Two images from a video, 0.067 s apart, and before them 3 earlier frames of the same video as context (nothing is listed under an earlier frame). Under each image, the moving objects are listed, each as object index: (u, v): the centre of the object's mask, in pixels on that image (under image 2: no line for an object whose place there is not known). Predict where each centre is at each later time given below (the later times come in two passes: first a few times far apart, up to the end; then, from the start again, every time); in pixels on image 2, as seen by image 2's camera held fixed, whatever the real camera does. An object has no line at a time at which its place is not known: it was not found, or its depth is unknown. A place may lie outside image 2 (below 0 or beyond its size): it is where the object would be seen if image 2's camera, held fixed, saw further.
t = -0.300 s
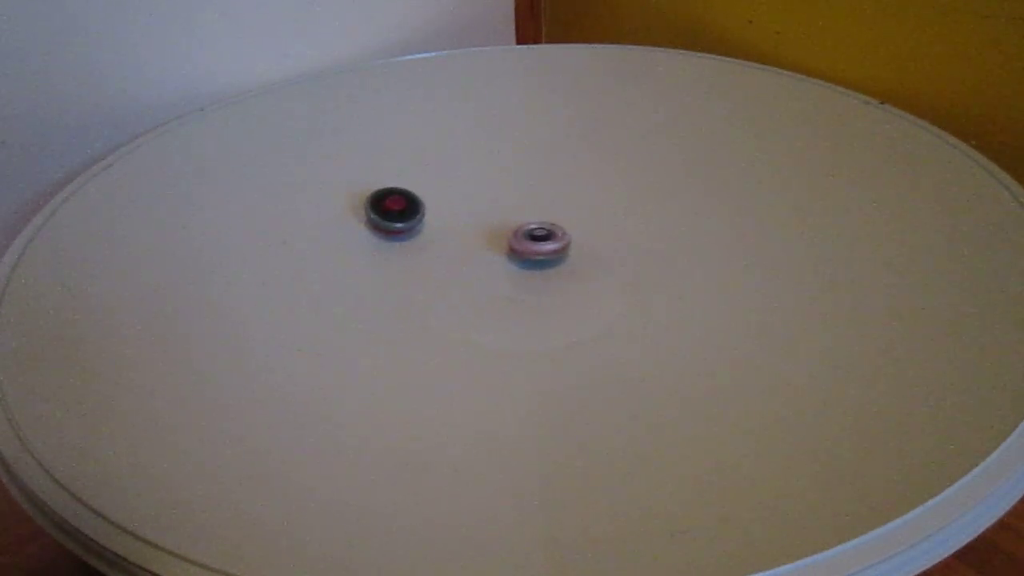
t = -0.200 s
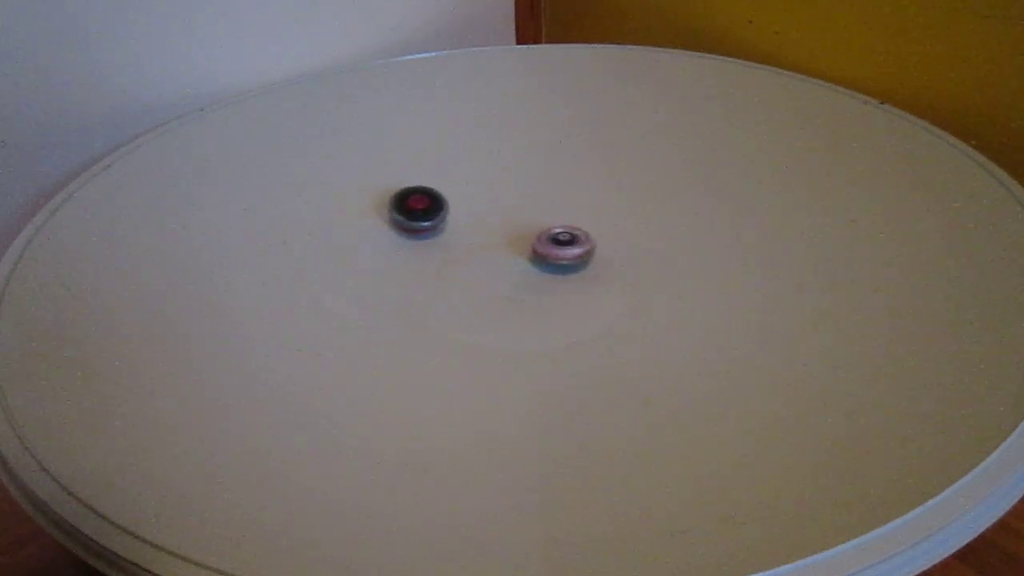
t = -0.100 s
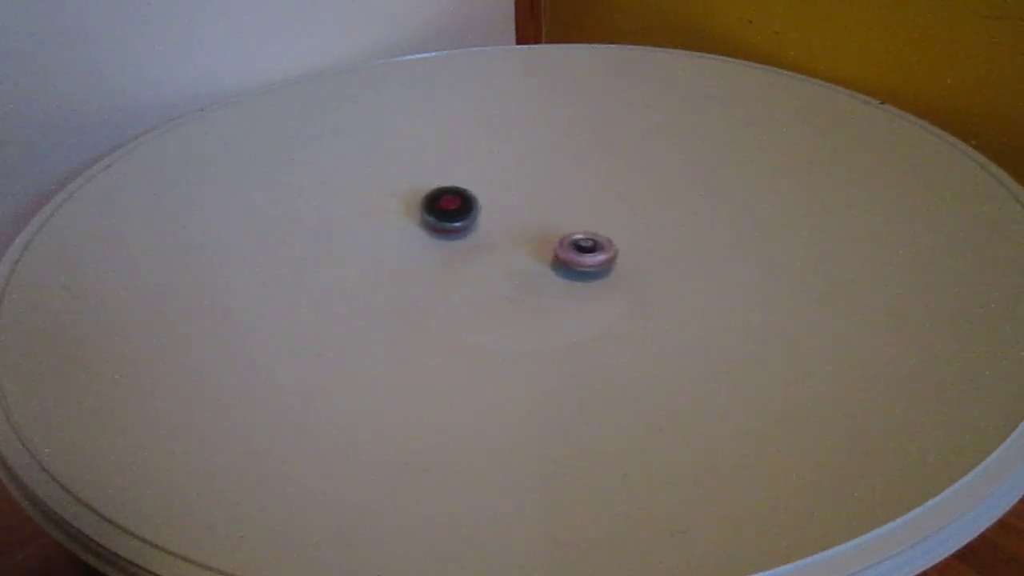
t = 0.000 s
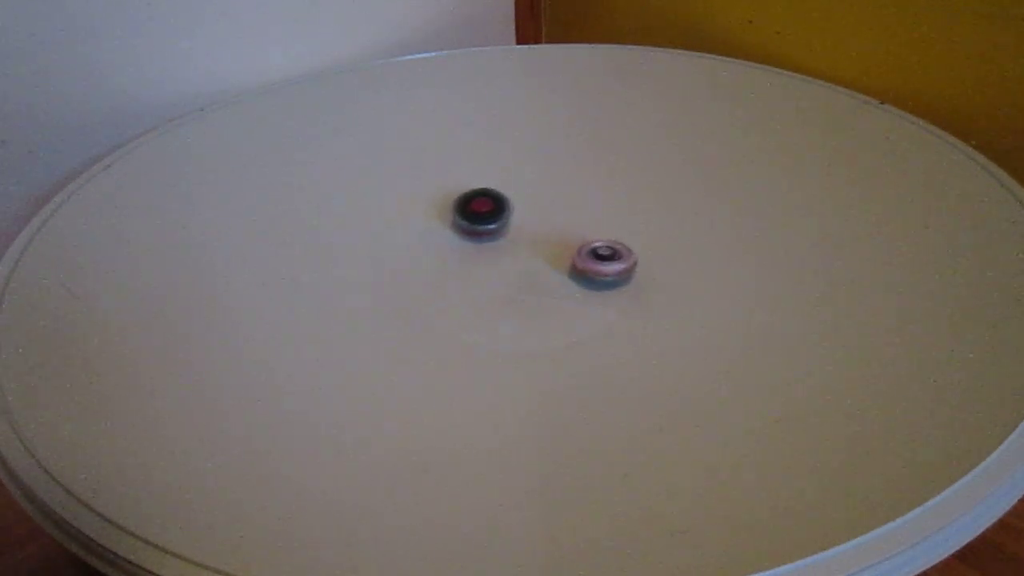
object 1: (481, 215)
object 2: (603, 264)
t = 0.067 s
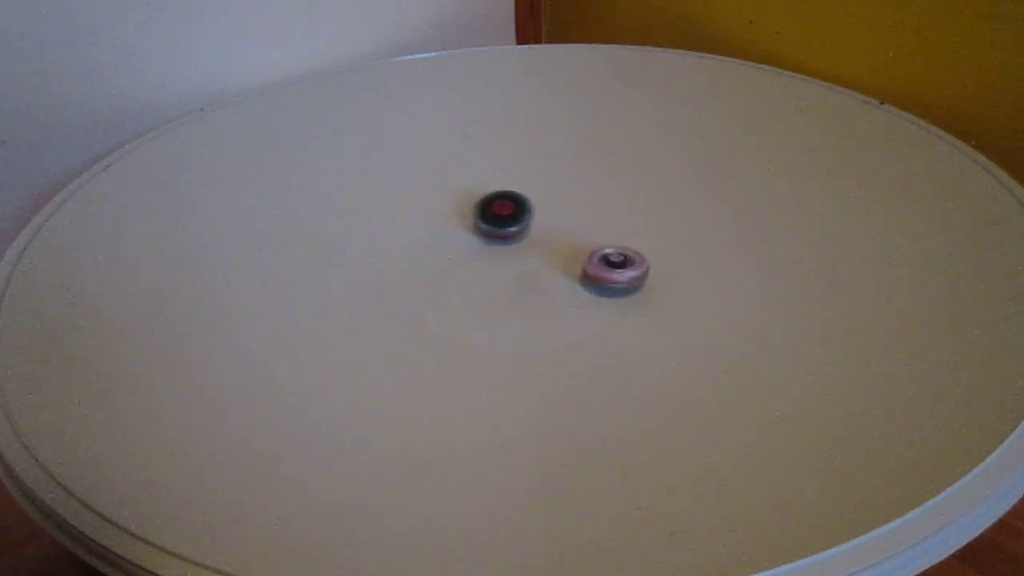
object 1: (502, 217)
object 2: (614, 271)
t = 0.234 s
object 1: (554, 226)
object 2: (626, 292)
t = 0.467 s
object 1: (620, 250)
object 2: (585, 323)
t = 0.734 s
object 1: (664, 290)
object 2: (514, 320)
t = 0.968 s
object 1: (651, 319)
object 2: (471, 296)
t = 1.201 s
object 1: (585, 336)
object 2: (454, 266)
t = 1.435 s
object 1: (497, 334)
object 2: (456, 238)
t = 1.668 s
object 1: (425, 309)
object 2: (499, 218)
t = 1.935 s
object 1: (388, 264)
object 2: (559, 226)
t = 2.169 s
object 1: (397, 228)
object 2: (565, 251)
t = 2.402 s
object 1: (438, 210)
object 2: (540, 278)
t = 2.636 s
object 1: (502, 208)
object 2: (489, 293)
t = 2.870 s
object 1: (565, 220)
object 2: (433, 294)
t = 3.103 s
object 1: (613, 245)
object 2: (406, 271)
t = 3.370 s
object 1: (636, 287)
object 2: (444, 244)
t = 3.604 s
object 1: (612, 324)
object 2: (490, 248)
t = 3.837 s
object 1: (547, 346)
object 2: (529, 263)
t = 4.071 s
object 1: (468, 341)
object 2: (540, 289)
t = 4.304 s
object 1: (412, 311)
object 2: (511, 314)
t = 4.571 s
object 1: (395, 268)
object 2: (464, 320)
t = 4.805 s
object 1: (420, 234)
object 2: (430, 306)
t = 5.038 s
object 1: (471, 212)
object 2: (428, 286)
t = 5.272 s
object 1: (530, 206)
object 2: (431, 271)
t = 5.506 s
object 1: (582, 218)
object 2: (438, 257)
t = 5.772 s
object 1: (619, 251)
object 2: (450, 242)
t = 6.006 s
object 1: (616, 289)
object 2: (482, 231)
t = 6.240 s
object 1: (573, 323)
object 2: (497, 227)
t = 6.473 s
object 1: (500, 338)
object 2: (520, 224)
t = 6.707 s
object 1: (428, 328)
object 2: (532, 224)
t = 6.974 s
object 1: (385, 292)
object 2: (542, 225)
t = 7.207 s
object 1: (396, 260)
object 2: (546, 225)
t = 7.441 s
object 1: (441, 234)
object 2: (547, 225)
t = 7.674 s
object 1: (471, 223)
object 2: (573, 225)
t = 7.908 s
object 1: (469, 225)
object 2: (622, 238)
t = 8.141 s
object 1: (468, 230)
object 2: (641, 262)
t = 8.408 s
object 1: (458, 235)
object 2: (615, 293)
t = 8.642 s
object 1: (435, 238)
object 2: (569, 309)
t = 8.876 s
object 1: (419, 242)
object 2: (518, 322)
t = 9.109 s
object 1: (417, 243)
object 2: (464, 330)
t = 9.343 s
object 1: (416, 247)
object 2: (411, 320)
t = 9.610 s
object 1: (436, 252)
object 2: (376, 306)
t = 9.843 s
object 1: (482, 238)
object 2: (360, 306)
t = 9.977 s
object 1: (509, 234)
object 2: (384, 302)
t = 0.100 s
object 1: (512, 218)
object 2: (619, 275)
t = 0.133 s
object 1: (523, 220)
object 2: (623, 278)
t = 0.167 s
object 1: (533, 222)
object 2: (626, 282)
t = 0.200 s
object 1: (544, 224)
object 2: (626, 287)
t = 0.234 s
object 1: (554, 226)
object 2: (626, 292)
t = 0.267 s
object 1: (565, 229)
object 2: (624, 298)
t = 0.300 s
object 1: (574, 231)
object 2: (621, 303)
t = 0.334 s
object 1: (584, 235)
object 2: (616, 307)
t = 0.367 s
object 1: (594, 238)
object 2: (610, 312)
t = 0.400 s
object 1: (603, 242)
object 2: (602, 316)
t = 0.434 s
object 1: (611, 246)
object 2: (594, 321)
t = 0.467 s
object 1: (620, 250)
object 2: (585, 323)
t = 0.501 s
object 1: (627, 255)
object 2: (575, 325)
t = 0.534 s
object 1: (634, 259)
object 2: (565, 327)
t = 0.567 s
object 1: (641, 264)
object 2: (555, 327)
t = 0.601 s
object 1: (647, 269)
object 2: (547, 326)
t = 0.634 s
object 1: (652, 274)
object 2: (538, 325)
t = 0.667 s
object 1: (657, 279)
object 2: (530, 324)
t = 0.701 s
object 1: (661, 284)
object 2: (522, 322)
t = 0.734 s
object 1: (664, 290)
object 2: (514, 320)
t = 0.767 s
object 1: (666, 295)
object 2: (506, 317)
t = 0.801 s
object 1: (666, 299)
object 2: (499, 314)
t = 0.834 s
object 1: (665, 303)
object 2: (493, 311)
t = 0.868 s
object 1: (663, 308)
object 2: (486, 307)
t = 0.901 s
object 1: (660, 312)
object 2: (481, 304)
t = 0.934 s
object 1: (657, 315)
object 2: (476, 300)
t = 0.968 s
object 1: (651, 319)
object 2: (471, 296)
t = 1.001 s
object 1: (645, 322)
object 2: (467, 291)
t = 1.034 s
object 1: (638, 325)
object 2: (464, 287)
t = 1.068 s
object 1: (629, 328)
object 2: (461, 283)
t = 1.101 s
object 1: (621, 329)
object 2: (458, 279)
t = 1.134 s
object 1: (610, 331)
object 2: (457, 274)
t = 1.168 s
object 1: (599, 333)
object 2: (455, 270)
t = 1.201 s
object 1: (585, 336)
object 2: (454, 266)
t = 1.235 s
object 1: (573, 337)
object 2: (453, 262)
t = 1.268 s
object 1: (559, 339)
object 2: (453, 258)
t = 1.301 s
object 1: (546, 340)
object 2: (453, 253)
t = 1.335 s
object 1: (533, 339)
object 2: (454, 250)
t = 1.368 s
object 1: (520, 339)
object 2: (454, 246)
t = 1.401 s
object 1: (509, 336)
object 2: (455, 242)
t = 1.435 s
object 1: (497, 334)
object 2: (456, 238)
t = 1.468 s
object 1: (485, 332)
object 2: (460, 234)
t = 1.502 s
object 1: (473, 328)
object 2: (466, 230)
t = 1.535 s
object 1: (462, 327)
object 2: (471, 227)
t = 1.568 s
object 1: (451, 323)
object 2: (478, 224)
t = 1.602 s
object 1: (442, 319)
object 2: (485, 222)
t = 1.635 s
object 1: (434, 314)
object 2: (492, 219)
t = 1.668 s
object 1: (425, 309)
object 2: (499, 218)
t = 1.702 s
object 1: (417, 305)
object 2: (507, 217)
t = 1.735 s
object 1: (410, 300)
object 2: (515, 216)
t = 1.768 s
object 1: (404, 294)
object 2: (523, 217)
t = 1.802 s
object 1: (400, 288)
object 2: (530, 217)
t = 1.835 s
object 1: (395, 282)
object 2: (538, 218)
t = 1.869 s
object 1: (392, 275)
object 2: (546, 220)
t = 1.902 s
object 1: (390, 270)
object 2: (553, 223)
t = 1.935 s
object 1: (388, 264)
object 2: (559, 226)
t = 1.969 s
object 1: (387, 258)
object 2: (563, 229)
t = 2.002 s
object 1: (387, 253)
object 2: (565, 232)
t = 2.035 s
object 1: (387, 247)
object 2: (566, 236)
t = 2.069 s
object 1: (389, 241)
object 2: (567, 240)
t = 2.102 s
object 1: (391, 237)
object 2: (567, 244)
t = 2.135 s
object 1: (394, 233)
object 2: (566, 247)
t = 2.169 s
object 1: (397, 228)
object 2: (565, 251)
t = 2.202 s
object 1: (401, 224)
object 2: (564, 255)
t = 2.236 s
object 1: (406, 221)
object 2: (561, 259)
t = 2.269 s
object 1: (411, 219)
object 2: (559, 263)
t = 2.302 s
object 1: (417, 216)
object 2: (555, 268)
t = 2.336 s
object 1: (423, 214)
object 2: (551, 271)
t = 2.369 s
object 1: (430, 212)
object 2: (546, 275)
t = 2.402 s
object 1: (438, 210)
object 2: (540, 278)
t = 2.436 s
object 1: (445, 209)
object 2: (534, 281)
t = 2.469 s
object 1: (454, 208)
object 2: (527, 284)
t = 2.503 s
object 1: (463, 208)
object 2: (521, 286)
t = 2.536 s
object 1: (473, 207)
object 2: (514, 289)
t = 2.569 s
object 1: (482, 207)
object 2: (506, 291)
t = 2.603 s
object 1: (492, 207)
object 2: (497, 292)
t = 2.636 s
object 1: (502, 208)
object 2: (489, 293)
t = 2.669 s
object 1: (511, 209)
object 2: (481, 294)
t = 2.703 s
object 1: (520, 210)
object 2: (473, 295)
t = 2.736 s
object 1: (529, 211)
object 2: (464, 295)
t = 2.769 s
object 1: (538, 213)
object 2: (456, 295)
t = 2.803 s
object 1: (547, 215)
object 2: (449, 295)
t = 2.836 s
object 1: (556, 217)
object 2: (441, 294)
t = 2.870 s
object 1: (565, 220)
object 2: (433, 294)
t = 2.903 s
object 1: (573, 222)
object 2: (425, 294)
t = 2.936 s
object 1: (581, 225)
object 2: (419, 292)
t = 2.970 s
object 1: (588, 229)
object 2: (415, 288)
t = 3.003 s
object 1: (595, 232)
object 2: (411, 284)
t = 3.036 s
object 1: (602, 236)
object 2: (408, 280)
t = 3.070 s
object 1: (608, 240)
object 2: (406, 275)
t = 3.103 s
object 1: (613, 245)
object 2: (406, 271)
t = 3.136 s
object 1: (619, 249)
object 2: (407, 267)
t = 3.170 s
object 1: (624, 254)
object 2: (409, 262)
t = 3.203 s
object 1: (628, 259)
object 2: (414, 258)
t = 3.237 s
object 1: (631, 264)
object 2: (418, 255)
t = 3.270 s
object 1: (633, 270)
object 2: (424, 251)
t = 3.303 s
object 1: (635, 275)
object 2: (430, 248)
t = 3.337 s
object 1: (636, 281)
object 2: (437, 246)
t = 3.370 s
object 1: (636, 287)
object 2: (444, 244)
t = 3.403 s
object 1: (636, 292)
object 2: (452, 243)
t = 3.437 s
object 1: (634, 299)
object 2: (458, 244)
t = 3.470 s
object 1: (631, 304)
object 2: (464, 244)
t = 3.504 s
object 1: (628, 309)
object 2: (471, 244)
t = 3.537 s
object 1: (624, 315)
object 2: (477, 245)
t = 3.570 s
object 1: (619, 320)
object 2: (484, 246)
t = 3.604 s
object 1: (612, 324)
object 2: (490, 248)
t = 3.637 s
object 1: (605, 329)
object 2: (496, 249)
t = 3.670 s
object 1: (597, 333)
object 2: (503, 251)
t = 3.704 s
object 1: (588, 336)
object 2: (509, 253)
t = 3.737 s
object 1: (579, 339)
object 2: (514, 256)
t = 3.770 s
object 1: (569, 342)
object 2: (520, 258)
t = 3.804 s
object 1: (558, 344)
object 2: (525, 260)
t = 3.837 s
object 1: (547, 346)
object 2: (529, 263)
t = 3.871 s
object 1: (536, 347)
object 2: (531, 267)
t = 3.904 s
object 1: (524, 347)
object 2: (534, 270)
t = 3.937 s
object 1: (513, 347)
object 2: (537, 274)
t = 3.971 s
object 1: (501, 346)
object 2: (539, 278)
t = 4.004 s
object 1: (490, 345)
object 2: (540, 282)
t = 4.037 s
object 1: (479, 343)
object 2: (540, 285)
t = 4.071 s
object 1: (468, 341)
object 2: (540, 289)
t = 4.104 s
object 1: (458, 337)
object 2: (538, 293)
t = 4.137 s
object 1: (448, 334)
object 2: (535, 297)
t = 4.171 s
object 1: (440, 331)
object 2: (532, 301)
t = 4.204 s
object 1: (432, 325)
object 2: (527, 305)
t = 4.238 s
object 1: (425, 321)
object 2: (522, 308)
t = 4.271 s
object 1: (418, 316)
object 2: (517, 311)
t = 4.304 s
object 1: (412, 311)
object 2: (511, 314)
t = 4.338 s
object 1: (407, 305)
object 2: (505, 316)
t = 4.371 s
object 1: (402, 300)
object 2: (499, 317)
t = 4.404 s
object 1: (399, 295)
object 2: (492, 319)
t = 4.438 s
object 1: (396, 289)
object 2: (485, 320)
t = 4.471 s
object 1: (395, 284)
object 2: (480, 320)
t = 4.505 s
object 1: (394, 279)
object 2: (474, 320)
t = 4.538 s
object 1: (394, 273)
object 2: (469, 320)
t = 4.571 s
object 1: (395, 268)
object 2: (464, 320)
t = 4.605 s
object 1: (396, 263)
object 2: (460, 320)
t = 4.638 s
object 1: (399, 257)
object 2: (456, 321)
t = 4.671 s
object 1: (402, 252)
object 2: (452, 320)
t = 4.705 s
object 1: (405, 247)
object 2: (445, 317)
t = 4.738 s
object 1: (410, 243)
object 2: (439, 315)
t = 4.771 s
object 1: (415, 238)
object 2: (434, 311)
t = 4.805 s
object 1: (420, 234)
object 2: (430, 306)
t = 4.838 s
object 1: (426, 230)
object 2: (428, 302)
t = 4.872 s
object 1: (433, 226)
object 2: (426, 298)
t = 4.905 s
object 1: (440, 223)
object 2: (426, 294)
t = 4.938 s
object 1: (447, 220)
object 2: (427, 291)
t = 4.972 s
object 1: (455, 217)
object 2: (428, 289)
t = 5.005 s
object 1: (463, 214)
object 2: (428, 287)
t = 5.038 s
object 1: (471, 212)
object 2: (428, 286)
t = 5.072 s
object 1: (479, 210)
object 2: (429, 284)
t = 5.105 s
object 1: (488, 209)
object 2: (429, 282)
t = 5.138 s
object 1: (496, 207)
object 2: (429, 280)
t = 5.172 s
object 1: (504, 206)
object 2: (429, 278)
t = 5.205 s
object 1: (513, 206)
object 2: (430, 275)
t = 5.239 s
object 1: (521, 206)
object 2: (431, 273)
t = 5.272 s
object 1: (530, 206)
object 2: (431, 271)
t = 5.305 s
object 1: (538, 207)
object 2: (432, 269)
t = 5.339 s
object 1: (546, 207)
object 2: (433, 267)
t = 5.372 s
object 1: (554, 209)
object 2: (435, 265)
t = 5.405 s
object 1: (561, 210)
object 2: (436, 263)
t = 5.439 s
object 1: (569, 212)
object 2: (436, 261)
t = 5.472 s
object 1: (576, 215)
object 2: (438, 259)
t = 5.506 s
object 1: (582, 218)
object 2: (438, 257)
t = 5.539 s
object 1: (589, 221)
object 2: (440, 255)
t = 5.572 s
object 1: (594, 224)
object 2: (441, 253)
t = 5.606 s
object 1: (600, 228)
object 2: (442, 252)
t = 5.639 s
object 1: (605, 232)
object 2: (443, 250)
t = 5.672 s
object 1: (609, 236)
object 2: (444, 248)
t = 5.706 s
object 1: (613, 241)
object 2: (445, 247)
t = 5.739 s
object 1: (617, 246)
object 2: (446, 244)
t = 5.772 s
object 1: (619, 251)
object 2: (450, 242)
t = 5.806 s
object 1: (621, 256)
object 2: (455, 239)
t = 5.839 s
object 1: (622, 261)
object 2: (460, 236)
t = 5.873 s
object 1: (622, 266)
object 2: (466, 234)
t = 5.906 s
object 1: (622, 272)
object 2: (472, 233)
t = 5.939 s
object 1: (620, 278)
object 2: (476, 232)
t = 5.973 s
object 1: (619, 283)
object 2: (479, 231)
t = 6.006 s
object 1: (616, 289)
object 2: (482, 231)
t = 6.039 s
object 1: (612, 294)
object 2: (484, 230)
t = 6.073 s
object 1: (608, 300)
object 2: (486, 230)
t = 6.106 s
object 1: (602, 305)
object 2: (488, 229)
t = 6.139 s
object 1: (596, 310)
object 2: (491, 229)
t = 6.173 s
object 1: (589, 315)
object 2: (492, 228)
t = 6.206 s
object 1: (581, 319)
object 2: (494, 228)
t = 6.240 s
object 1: (573, 323)
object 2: (497, 227)
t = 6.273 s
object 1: (564, 326)
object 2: (498, 227)
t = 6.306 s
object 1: (553, 330)
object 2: (500, 226)
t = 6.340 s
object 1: (544, 333)
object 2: (503, 226)
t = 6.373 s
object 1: (533, 335)
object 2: (506, 225)
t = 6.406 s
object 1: (522, 337)
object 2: (511, 225)
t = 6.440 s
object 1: (511, 338)
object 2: (517, 224)
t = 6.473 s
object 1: (500, 338)
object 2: (520, 224)
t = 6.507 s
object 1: (489, 338)
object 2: (522, 225)
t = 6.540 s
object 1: (478, 338)
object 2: (524, 225)
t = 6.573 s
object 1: (467, 336)
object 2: (526, 225)
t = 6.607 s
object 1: (457, 335)
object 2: (527, 225)
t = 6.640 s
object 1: (447, 333)
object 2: (528, 224)
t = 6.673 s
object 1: (437, 331)
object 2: (530, 224)
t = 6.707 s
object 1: (428, 328)
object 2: (532, 224)
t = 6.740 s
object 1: (420, 324)
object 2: (532, 224)
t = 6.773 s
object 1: (412, 321)
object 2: (534, 224)
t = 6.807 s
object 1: (405, 317)
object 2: (536, 225)
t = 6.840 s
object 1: (399, 313)
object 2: (537, 224)
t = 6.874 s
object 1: (394, 306)
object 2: (538, 225)
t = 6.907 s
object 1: (390, 303)
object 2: (539, 225)
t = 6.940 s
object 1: (387, 298)
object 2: (540, 225)
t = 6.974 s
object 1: (385, 292)
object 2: (542, 225)
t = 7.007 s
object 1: (384, 288)
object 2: (542, 225)
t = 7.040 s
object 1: (384, 284)
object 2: (543, 225)
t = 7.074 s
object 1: (384, 279)
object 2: (544, 225)
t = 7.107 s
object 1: (386, 274)
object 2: (544, 225)
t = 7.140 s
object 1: (388, 269)
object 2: (545, 225)
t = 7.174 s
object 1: (392, 264)
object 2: (546, 225)
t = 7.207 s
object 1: (396, 260)
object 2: (546, 225)
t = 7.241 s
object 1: (401, 255)
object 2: (547, 225)
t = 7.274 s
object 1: (406, 251)
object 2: (547, 225)
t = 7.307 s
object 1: (412, 247)
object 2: (547, 226)
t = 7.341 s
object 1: (419, 244)
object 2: (547, 226)
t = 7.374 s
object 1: (426, 240)
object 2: (547, 226)
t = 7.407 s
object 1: (433, 237)
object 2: (547, 226)
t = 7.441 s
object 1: (441, 234)
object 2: (547, 225)
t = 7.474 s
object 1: (449, 232)
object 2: (547, 225)
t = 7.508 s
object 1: (457, 230)
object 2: (547, 225)
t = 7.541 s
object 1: (465, 228)
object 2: (546, 225)
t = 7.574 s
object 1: (474, 226)
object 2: (546, 225)
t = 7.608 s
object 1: (482, 225)
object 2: (546, 225)
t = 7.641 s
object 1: (476, 224)
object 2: (560, 225)
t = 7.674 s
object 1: (471, 223)
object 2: (573, 225)
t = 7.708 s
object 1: (469, 223)
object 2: (583, 227)
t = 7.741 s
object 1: (470, 223)
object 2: (590, 228)
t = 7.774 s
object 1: (470, 224)
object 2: (597, 229)
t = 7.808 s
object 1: (470, 224)
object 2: (604, 231)
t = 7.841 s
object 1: (470, 224)
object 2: (610, 233)
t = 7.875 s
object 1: (469, 225)
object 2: (616, 235)
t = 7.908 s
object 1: (469, 225)
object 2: (622, 238)
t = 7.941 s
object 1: (469, 225)
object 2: (626, 240)
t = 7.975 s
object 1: (469, 226)
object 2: (630, 243)
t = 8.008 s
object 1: (468, 228)
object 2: (634, 247)
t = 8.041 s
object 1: (468, 229)
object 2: (637, 250)
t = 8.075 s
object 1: (468, 230)
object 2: (639, 254)
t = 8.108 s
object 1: (468, 230)
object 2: (640, 258)
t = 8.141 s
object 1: (468, 230)
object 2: (641, 262)
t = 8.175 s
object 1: (468, 231)
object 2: (640, 267)
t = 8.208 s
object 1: (467, 232)
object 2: (639, 271)
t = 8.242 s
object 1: (466, 234)
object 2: (637, 274)
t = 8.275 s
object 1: (465, 235)
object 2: (634, 279)
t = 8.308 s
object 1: (463, 235)
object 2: (630, 283)
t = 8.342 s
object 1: (462, 234)
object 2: (626, 287)
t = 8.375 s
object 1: (460, 234)
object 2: (620, 291)
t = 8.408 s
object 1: (458, 235)
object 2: (615, 293)
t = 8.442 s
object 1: (457, 235)
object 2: (609, 295)
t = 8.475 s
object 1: (455, 235)
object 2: (602, 298)
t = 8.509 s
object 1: (453, 234)
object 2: (597, 300)
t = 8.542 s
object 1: (450, 234)
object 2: (590, 303)
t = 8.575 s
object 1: (445, 236)
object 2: (584, 305)
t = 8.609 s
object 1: (440, 237)
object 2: (577, 307)
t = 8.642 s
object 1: (435, 238)
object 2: (569, 309)
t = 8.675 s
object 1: (431, 239)
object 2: (563, 311)
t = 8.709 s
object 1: (428, 239)
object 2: (555, 313)
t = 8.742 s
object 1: (425, 240)
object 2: (548, 315)
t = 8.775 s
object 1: (423, 241)
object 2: (541, 317)
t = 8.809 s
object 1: (421, 241)
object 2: (533, 318)
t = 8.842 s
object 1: (420, 241)
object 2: (526, 320)
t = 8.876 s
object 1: (419, 242)
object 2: (518, 322)
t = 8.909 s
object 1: (419, 242)
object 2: (511, 323)
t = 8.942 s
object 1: (419, 242)
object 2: (504, 325)
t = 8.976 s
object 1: (418, 243)
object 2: (496, 326)
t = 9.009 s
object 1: (418, 243)
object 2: (489, 328)
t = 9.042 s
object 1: (417, 243)
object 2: (481, 329)
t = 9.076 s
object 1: (417, 243)
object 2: (473, 330)
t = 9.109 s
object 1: (417, 243)
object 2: (464, 330)
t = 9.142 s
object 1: (417, 244)
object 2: (455, 330)
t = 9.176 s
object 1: (416, 244)
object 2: (447, 329)
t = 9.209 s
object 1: (416, 245)
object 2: (439, 328)
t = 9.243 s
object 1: (416, 246)
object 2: (431, 327)
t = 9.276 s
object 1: (416, 246)
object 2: (424, 324)
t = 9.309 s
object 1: (416, 247)
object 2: (417, 323)
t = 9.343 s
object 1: (416, 247)
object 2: (411, 320)
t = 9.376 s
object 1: (417, 248)
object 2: (404, 317)
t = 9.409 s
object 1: (417, 250)
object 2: (399, 314)
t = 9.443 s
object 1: (418, 252)
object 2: (396, 310)
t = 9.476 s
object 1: (419, 254)
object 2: (393, 306)
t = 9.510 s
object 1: (421, 256)
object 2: (391, 303)
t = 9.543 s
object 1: (423, 258)
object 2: (390, 299)
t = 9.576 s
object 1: (428, 258)
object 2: (386, 300)
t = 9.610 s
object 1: (436, 252)
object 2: (376, 306)
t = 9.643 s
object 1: (442, 249)
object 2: (370, 309)
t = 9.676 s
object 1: (449, 246)
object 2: (365, 309)
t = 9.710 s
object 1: (455, 244)
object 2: (361, 309)
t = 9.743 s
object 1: (462, 242)
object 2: (359, 308)
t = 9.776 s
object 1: (468, 241)
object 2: (358, 308)
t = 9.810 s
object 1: (475, 239)
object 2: (359, 307)
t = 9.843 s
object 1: (482, 238)
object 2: (360, 306)
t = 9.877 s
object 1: (489, 236)
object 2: (365, 304)
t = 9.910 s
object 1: (495, 236)
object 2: (371, 303)
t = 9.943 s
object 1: (502, 235)
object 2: (377, 302)
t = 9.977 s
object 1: (509, 234)
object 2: (384, 302)
